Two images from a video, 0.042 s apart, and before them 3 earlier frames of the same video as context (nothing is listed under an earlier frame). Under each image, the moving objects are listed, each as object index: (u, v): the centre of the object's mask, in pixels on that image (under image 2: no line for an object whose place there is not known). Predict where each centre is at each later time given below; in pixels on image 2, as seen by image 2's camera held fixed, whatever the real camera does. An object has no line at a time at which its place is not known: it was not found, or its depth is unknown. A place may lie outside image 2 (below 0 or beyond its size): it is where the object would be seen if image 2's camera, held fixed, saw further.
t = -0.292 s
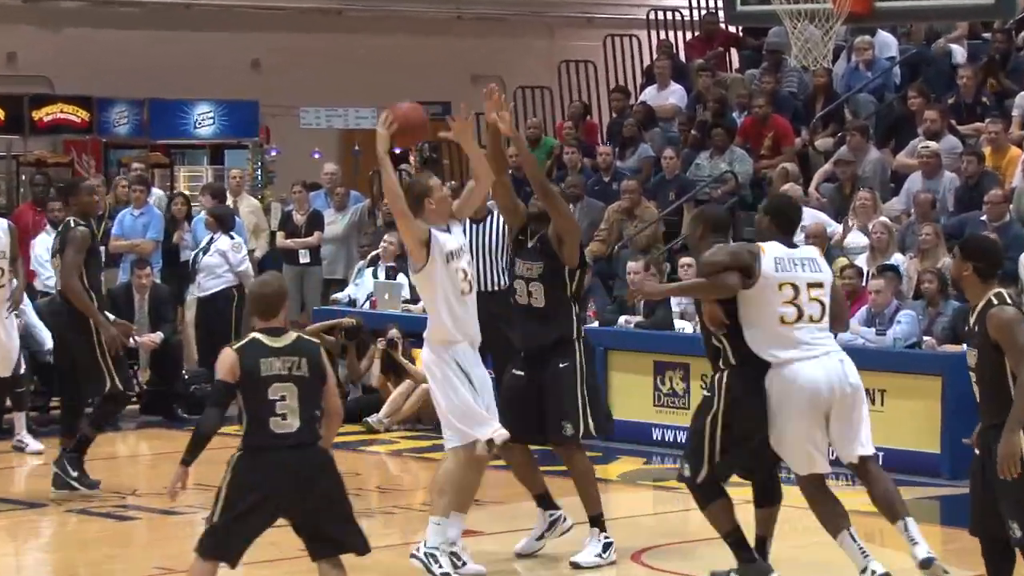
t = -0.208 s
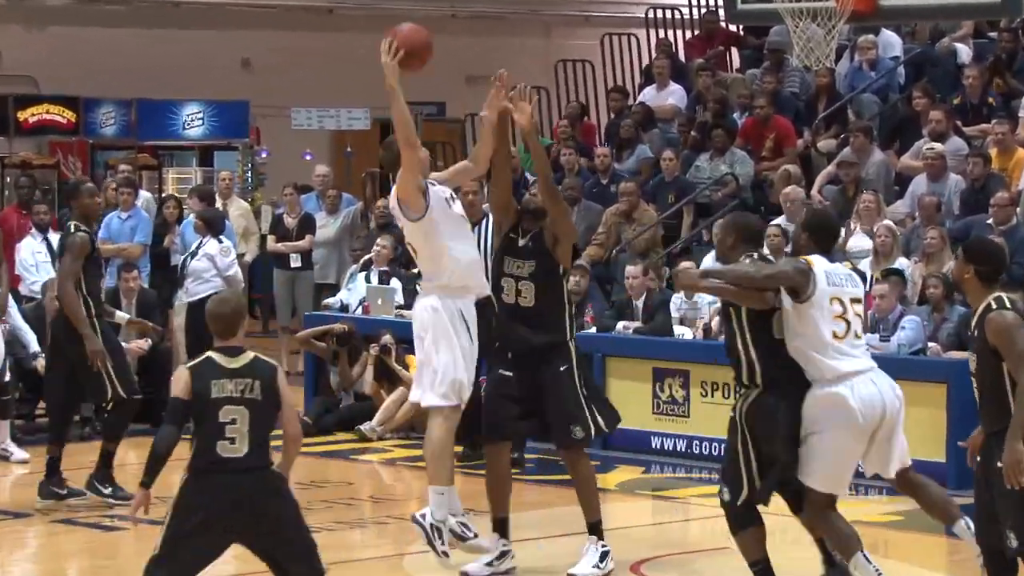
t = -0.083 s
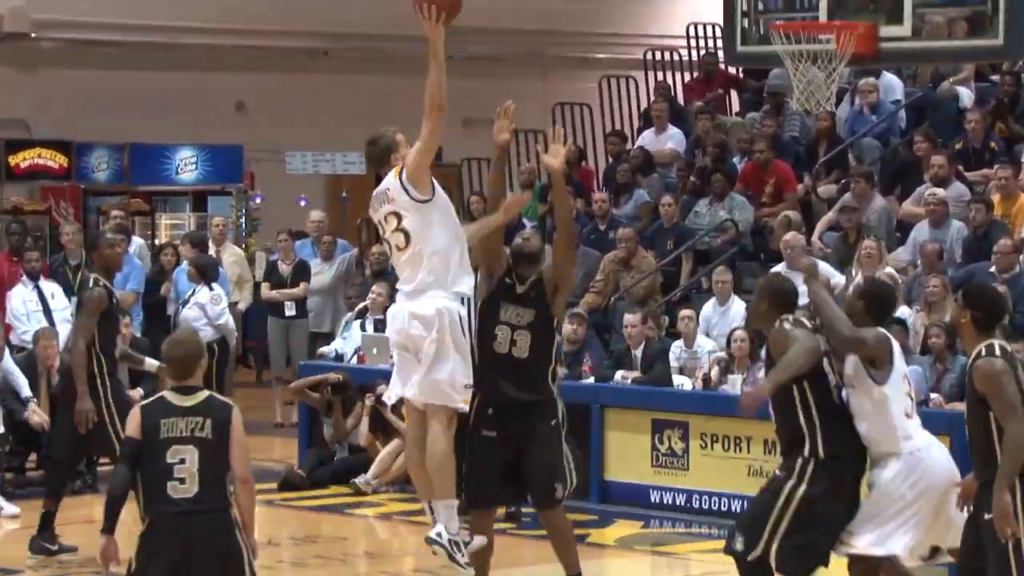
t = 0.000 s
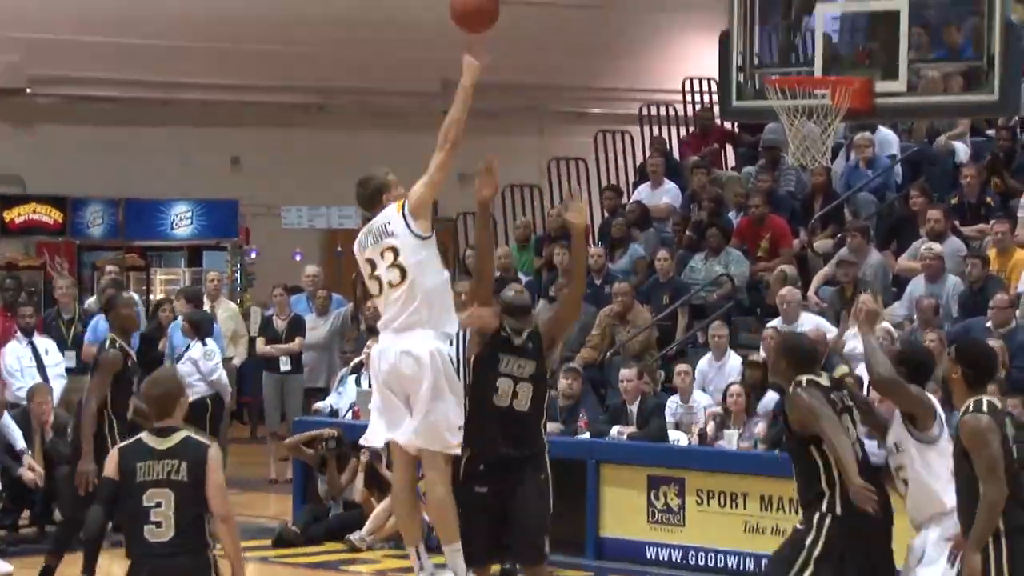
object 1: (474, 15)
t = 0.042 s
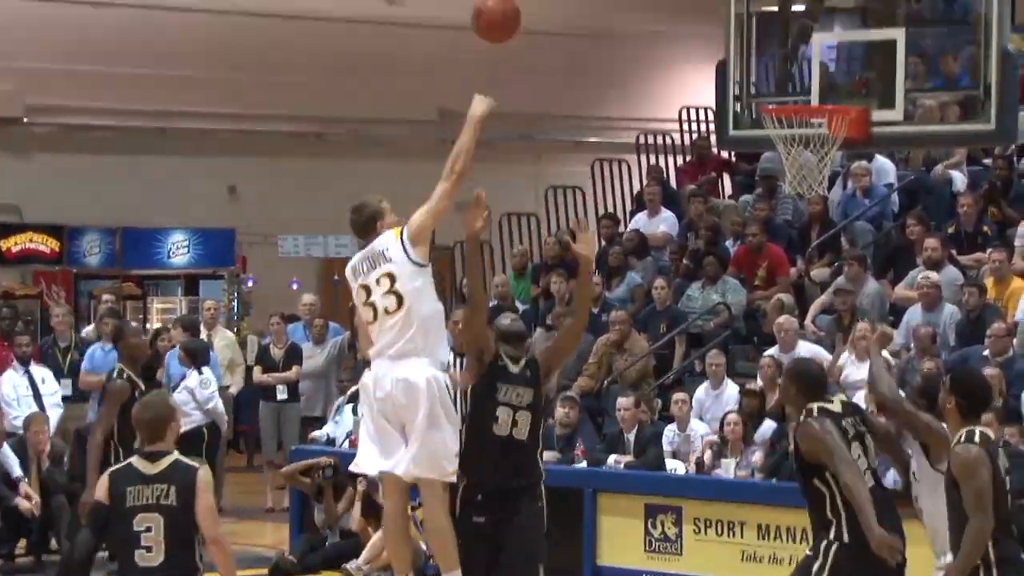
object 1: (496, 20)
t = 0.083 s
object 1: (520, 1)
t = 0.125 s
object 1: (544, -10)
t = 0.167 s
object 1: (568, -18)
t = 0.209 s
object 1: (592, -23)
